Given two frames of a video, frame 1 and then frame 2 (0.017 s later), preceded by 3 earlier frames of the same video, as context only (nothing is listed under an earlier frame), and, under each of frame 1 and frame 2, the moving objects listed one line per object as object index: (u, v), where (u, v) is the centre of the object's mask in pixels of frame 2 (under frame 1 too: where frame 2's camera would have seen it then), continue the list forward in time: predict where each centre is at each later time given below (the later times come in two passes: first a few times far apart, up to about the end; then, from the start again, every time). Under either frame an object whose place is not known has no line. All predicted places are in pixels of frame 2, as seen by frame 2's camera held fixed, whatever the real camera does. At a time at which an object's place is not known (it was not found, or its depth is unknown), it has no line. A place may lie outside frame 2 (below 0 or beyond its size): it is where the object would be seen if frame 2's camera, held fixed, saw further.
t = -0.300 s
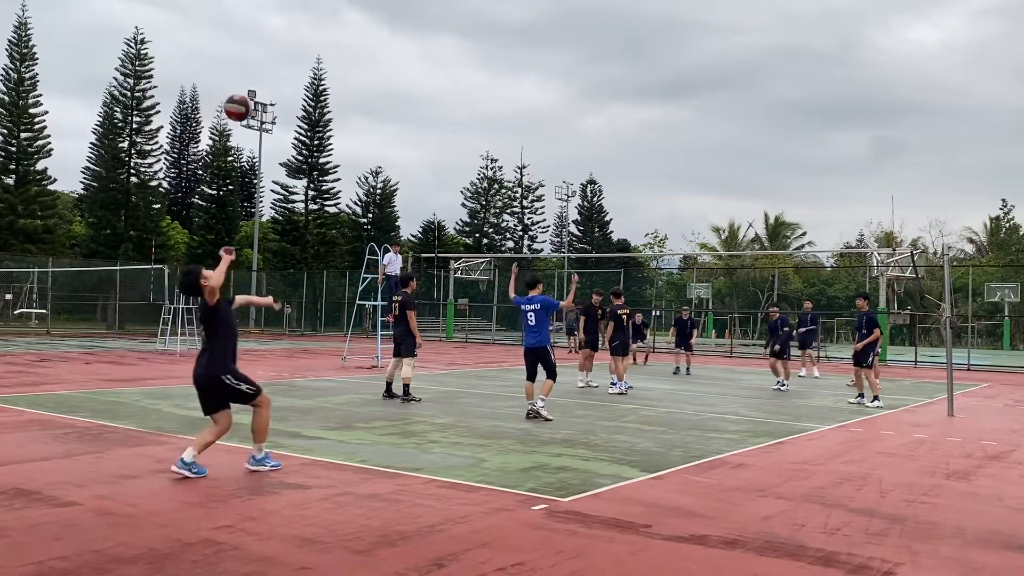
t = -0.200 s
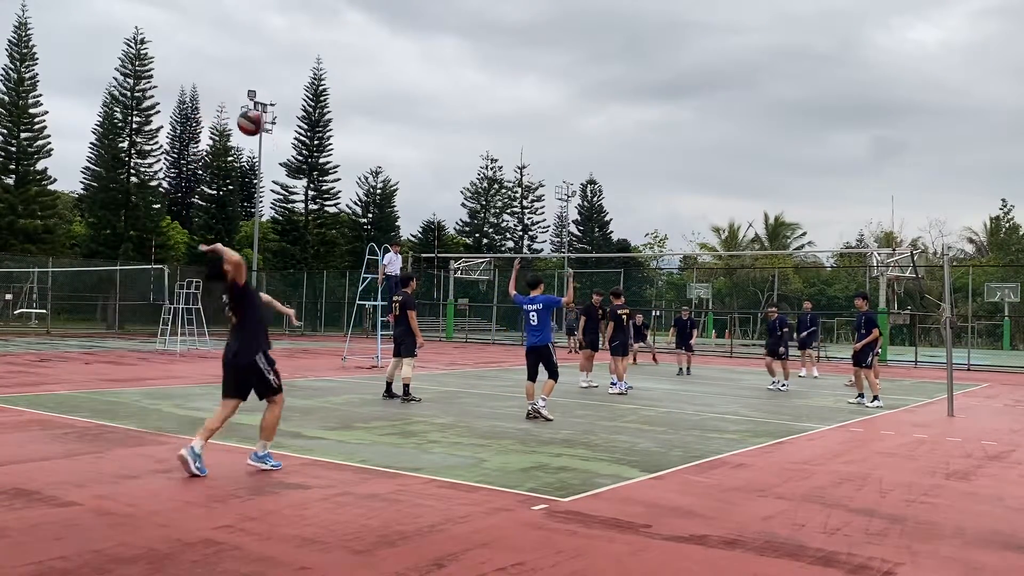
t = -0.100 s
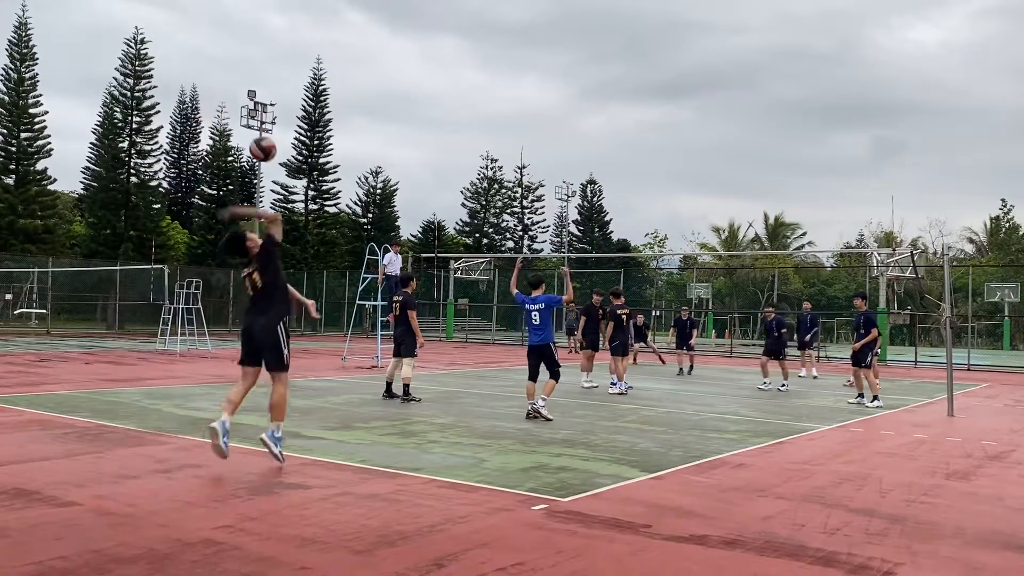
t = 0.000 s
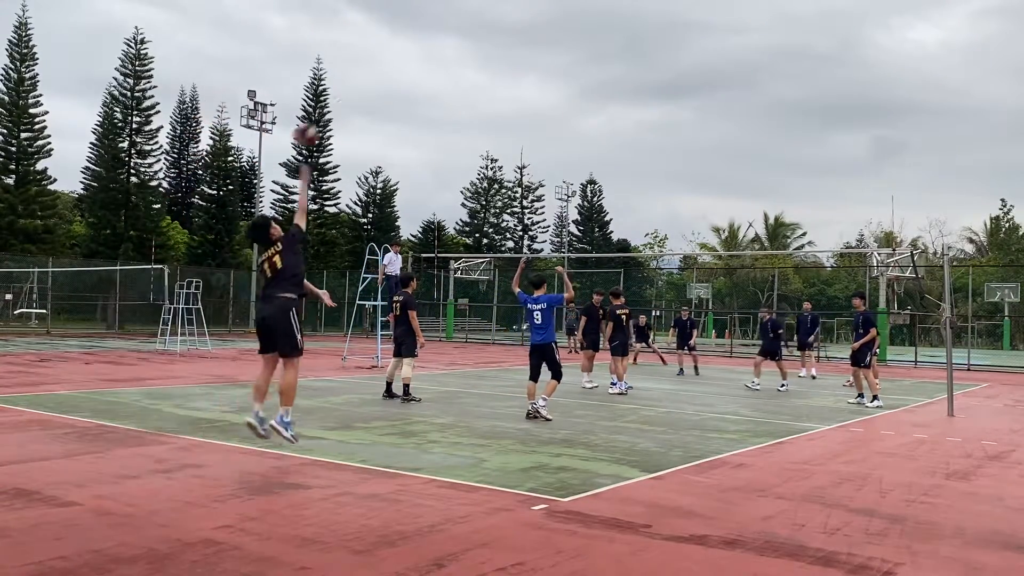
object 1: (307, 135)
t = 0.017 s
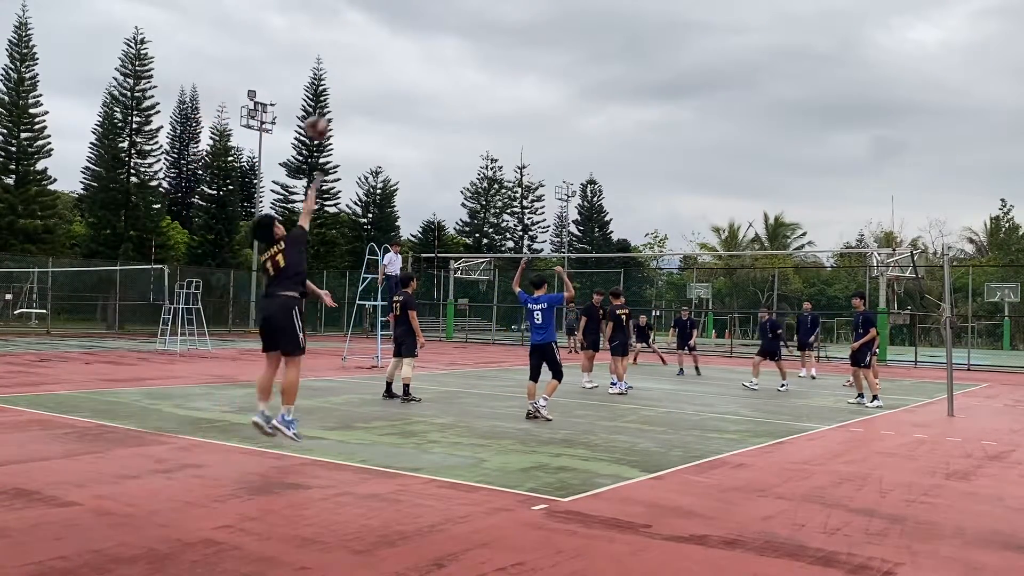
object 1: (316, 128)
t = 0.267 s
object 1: (438, 71)
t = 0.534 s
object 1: (522, 86)
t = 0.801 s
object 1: (581, 140)
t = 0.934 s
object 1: (605, 178)
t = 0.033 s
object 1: (325, 121)
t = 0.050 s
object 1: (336, 114)
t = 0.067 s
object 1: (345, 109)
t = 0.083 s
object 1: (354, 104)
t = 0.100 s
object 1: (362, 99)
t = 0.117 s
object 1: (371, 94)
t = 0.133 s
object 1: (379, 90)
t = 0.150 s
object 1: (388, 86)
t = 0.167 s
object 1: (395, 83)
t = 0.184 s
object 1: (403, 80)
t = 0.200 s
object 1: (410, 78)
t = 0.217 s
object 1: (417, 76)
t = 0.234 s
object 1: (425, 74)
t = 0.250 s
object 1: (431, 73)
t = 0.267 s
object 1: (438, 71)
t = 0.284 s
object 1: (444, 71)
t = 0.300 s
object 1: (450, 70)
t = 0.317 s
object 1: (457, 69)
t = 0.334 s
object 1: (462, 69)
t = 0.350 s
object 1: (468, 70)
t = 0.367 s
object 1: (473, 70)
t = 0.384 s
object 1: (479, 71)
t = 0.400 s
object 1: (484, 72)
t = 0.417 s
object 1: (489, 73)
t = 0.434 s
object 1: (494, 74)
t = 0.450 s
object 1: (499, 76)
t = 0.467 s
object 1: (504, 78)
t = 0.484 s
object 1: (509, 79)
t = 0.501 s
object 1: (513, 81)
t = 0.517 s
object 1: (518, 83)
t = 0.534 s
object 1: (522, 86)
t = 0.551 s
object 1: (527, 88)
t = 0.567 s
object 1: (531, 90)
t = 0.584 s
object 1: (535, 93)
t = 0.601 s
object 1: (539, 96)
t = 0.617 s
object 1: (543, 99)
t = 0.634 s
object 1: (547, 103)
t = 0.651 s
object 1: (551, 106)
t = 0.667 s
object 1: (554, 109)
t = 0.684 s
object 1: (558, 113)
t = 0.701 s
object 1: (561, 116)
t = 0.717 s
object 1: (565, 120)
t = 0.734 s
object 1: (568, 124)
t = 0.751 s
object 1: (572, 128)
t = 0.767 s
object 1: (575, 132)
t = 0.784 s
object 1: (578, 136)
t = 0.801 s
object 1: (581, 140)
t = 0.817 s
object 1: (584, 145)
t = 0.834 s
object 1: (587, 149)
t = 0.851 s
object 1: (591, 154)
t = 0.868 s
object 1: (593, 158)
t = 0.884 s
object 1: (596, 163)
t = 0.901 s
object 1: (599, 168)
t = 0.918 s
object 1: (602, 173)
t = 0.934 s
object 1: (605, 178)
